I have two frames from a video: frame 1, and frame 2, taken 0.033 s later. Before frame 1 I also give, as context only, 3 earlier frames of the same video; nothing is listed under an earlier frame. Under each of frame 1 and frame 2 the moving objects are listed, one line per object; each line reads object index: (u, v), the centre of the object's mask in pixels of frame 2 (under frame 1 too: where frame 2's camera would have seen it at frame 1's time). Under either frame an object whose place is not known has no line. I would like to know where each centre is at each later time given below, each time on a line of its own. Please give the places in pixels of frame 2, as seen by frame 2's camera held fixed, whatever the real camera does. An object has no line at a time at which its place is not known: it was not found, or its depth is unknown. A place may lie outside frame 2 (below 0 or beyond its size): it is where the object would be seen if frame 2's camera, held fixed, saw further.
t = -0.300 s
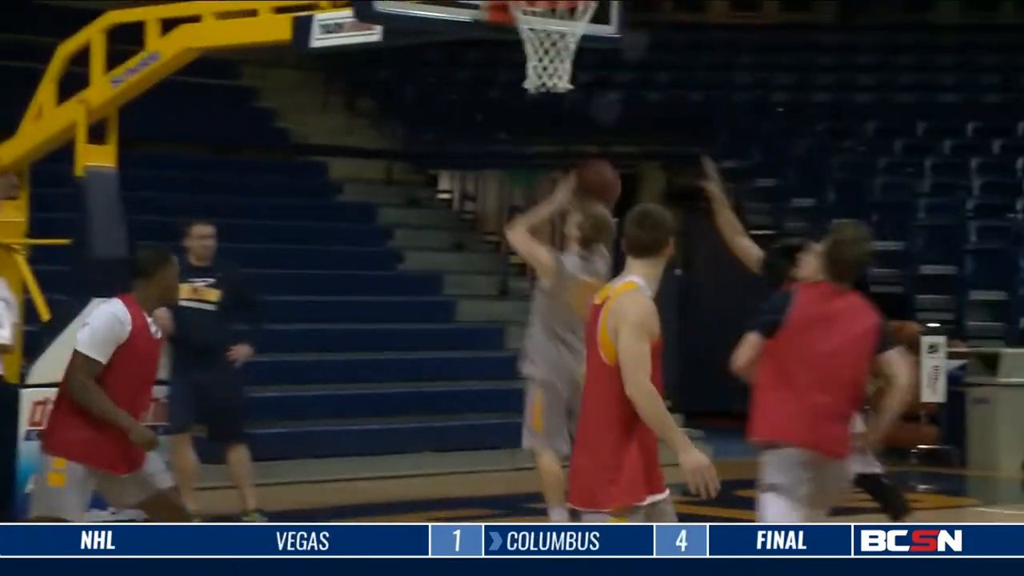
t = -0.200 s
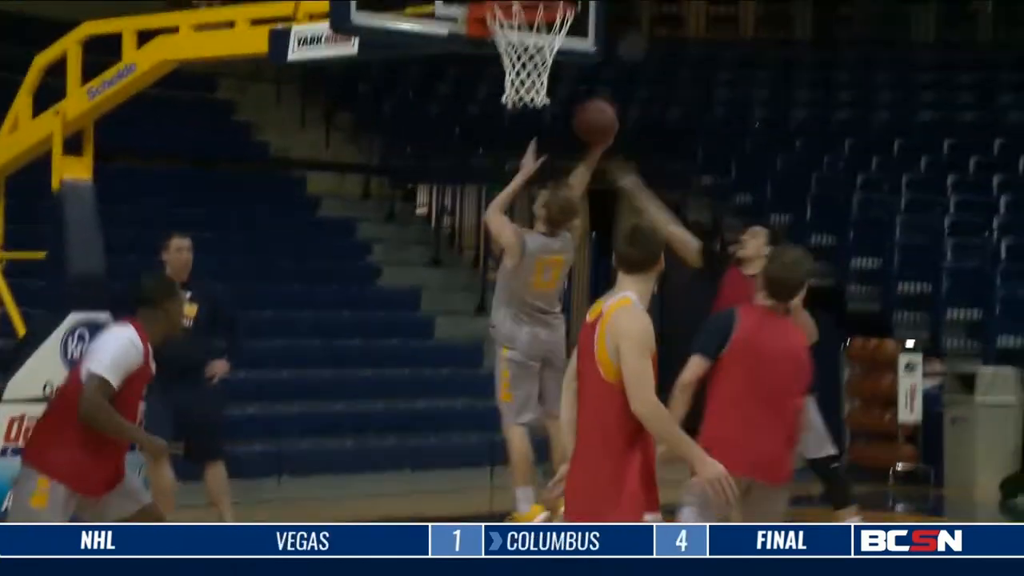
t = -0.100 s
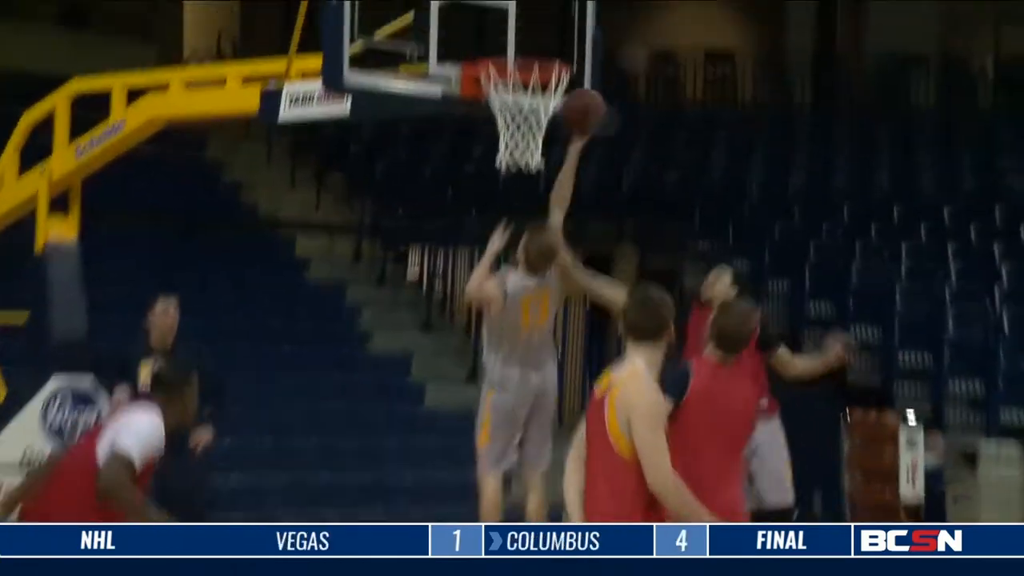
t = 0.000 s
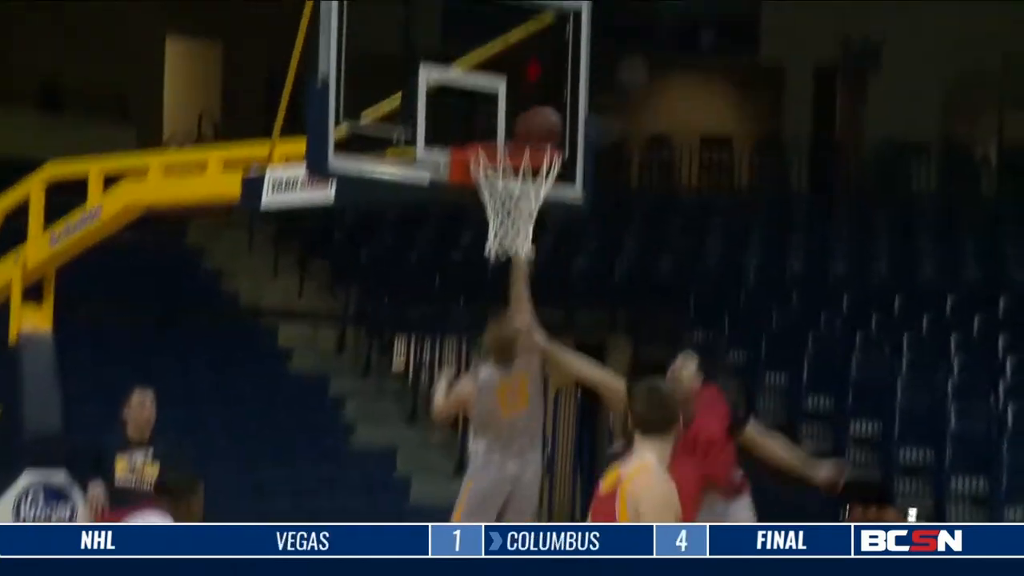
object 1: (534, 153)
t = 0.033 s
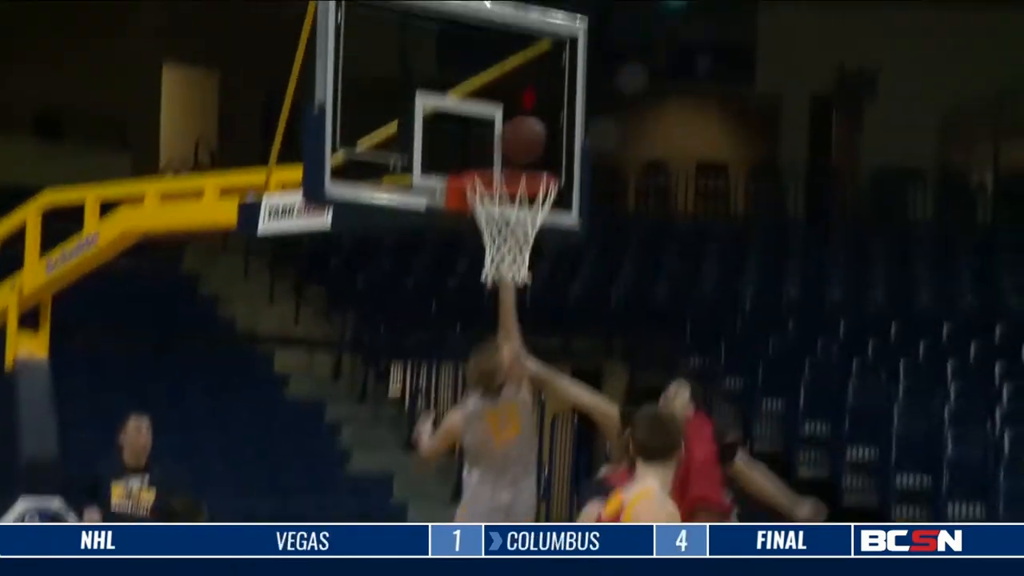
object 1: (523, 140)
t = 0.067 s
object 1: (512, 126)
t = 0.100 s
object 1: (514, 119)
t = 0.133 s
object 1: (517, 117)
